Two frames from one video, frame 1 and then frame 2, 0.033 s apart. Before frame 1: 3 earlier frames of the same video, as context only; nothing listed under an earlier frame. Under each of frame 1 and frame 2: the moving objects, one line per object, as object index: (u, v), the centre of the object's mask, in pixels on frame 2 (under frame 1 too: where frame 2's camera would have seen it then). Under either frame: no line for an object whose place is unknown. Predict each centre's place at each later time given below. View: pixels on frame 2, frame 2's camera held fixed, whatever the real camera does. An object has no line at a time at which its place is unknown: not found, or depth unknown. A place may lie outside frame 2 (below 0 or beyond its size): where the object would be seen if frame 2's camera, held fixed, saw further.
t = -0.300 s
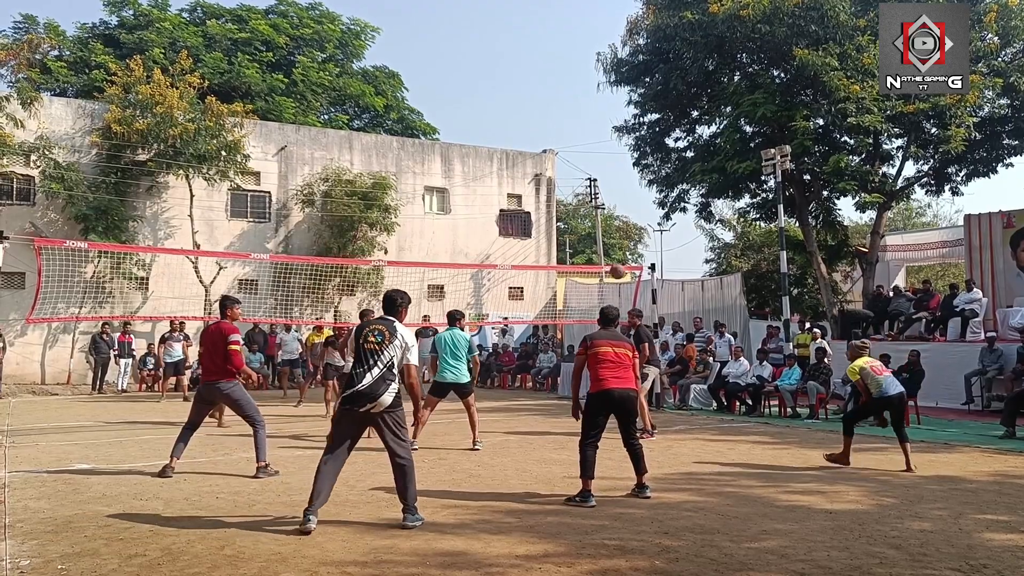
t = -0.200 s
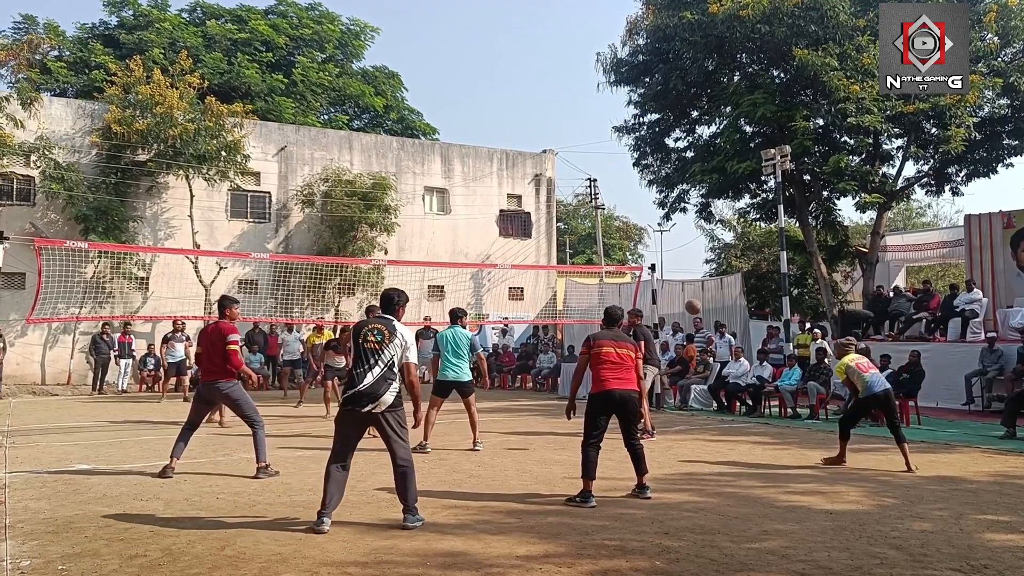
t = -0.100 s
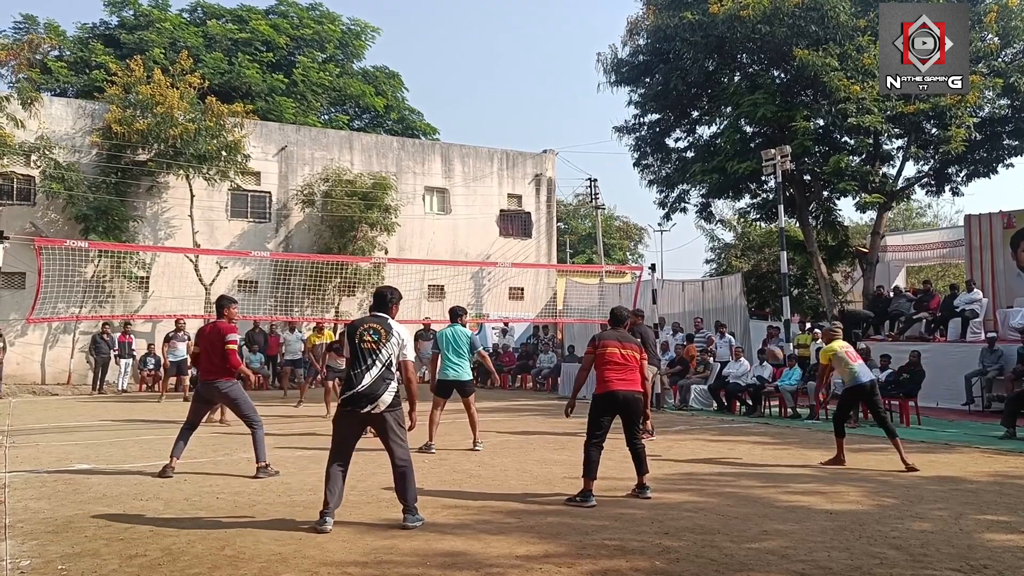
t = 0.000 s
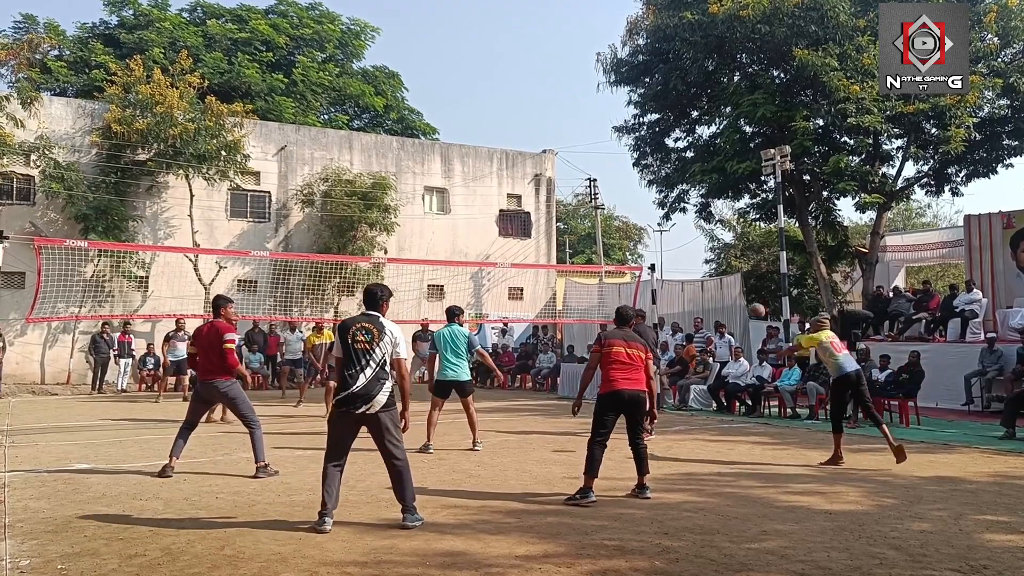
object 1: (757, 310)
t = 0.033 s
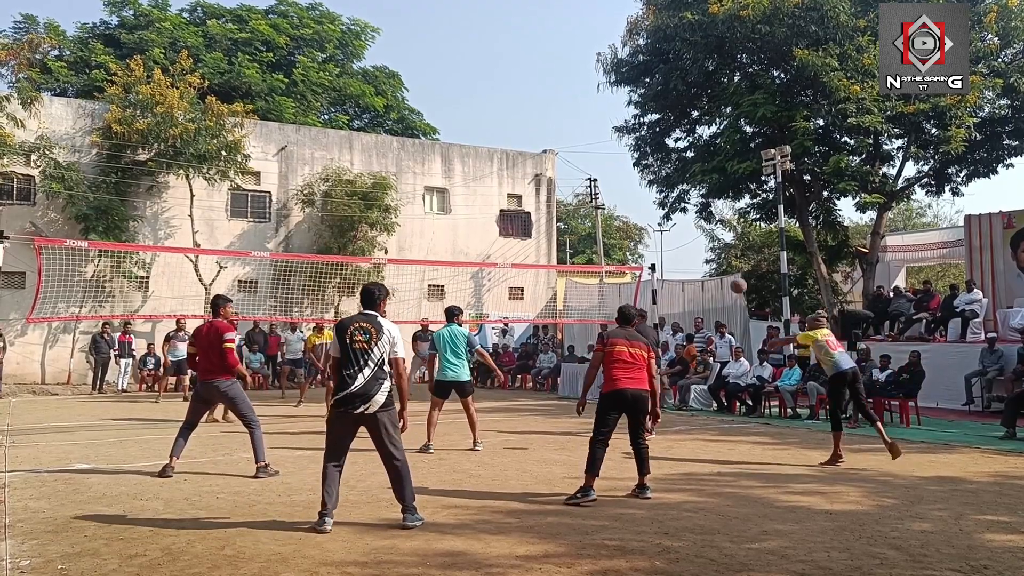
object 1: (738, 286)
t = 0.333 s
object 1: (599, 123)
